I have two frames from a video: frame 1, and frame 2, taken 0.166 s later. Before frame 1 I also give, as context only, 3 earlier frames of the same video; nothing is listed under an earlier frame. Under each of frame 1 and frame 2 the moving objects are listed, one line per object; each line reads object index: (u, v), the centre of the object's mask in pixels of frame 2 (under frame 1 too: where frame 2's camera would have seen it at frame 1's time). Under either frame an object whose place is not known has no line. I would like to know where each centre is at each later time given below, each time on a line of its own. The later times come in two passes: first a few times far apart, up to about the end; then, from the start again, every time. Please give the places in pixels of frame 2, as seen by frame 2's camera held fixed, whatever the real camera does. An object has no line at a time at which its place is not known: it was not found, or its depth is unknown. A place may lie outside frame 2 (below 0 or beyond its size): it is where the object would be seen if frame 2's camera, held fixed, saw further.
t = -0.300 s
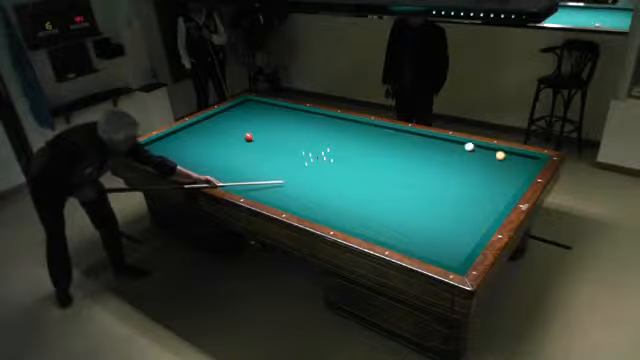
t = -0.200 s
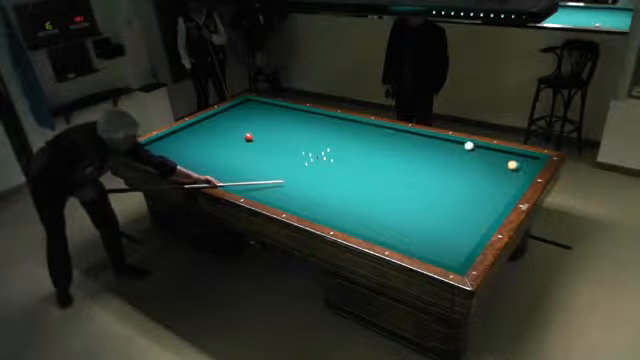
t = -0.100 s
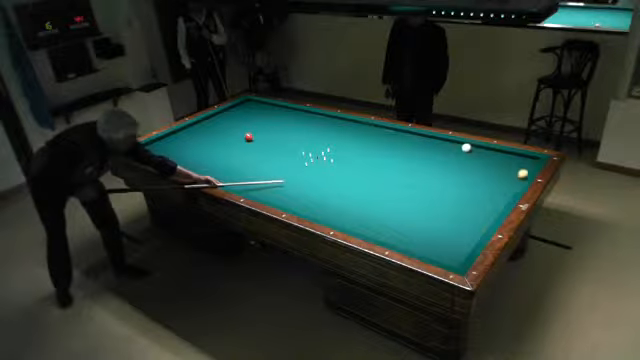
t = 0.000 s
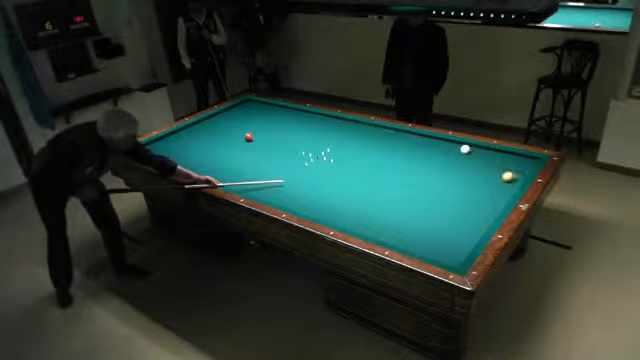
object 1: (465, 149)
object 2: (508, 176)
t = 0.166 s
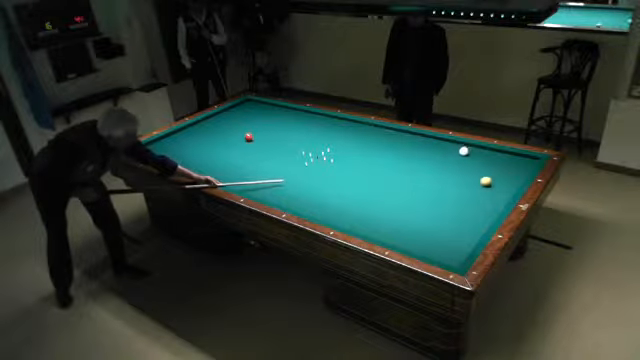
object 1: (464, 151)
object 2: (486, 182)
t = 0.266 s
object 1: (463, 152)
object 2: (472, 184)
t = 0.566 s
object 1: (460, 156)
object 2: (432, 193)
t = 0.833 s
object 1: (458, 160)
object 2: (396, 201)
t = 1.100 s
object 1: (455, 163)
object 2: (358, 209)
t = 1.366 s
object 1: (453, 166)
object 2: (322, 216)
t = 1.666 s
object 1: (450, 169)
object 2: (310, 201)
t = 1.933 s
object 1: (449, 173)
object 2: (301, 188)
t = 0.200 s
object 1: (463, 151)
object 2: (481, 182)
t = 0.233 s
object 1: (463, 152)
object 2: (477, 183)
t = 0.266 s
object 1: (463, 152)
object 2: (472, 184)
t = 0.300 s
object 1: (462, 153)
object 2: (468, 185)
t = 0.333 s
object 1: (462, 153)
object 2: (464, 186)
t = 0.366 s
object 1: (462, 154)
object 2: (459, 187)
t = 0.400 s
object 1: (461, 154)
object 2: (454, 188)
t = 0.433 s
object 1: (461, 155)
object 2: (450, 189)
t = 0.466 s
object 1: (461, 155)
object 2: (445, 190)
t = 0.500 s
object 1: (461, 155)
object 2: (441, 191)
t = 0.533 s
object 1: (460, 156)
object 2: (437, 192)
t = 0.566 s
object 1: (460, 156)
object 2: (432, 193)
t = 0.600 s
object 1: (460, 157)
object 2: (427, 194)
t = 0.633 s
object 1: (459, 157)
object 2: (423, 195)
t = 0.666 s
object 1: (459, 157)
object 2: (418, 196)
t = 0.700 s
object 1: (459, 158)
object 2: (414, 197)
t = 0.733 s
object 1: (459, 159)
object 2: (409, 198)
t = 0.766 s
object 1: (458, 158)
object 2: (404, 199)
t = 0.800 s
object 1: (458, 160)
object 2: (400, 200)
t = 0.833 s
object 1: (458, 160)
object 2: (396, 201)
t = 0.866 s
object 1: (457, 160)
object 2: (391, 202)
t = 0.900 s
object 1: (457, 160)
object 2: (387, 203)
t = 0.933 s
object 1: (457, 161)
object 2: (382, 204)
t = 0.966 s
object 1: (457, 161)
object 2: (377, 205)
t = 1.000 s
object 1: (456, 162)
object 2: (373, 206)
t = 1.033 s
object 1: (456, 162)
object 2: (368, 207)
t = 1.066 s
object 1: (456, 163)
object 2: (363, 208)
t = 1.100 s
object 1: (455, 163)
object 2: (358, 209)
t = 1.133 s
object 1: (455, 164)
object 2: (353, 210)
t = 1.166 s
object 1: (455, 164)
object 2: (349, 211)
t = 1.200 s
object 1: (455, 165)
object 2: (344, 212)
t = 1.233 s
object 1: (454, 165)
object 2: (339, 213)
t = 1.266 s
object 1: (454, 165)
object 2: (334, 214)
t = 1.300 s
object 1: (454, 165)
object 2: (330, 216)
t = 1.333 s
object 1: (454, 166)
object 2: (326, 216)
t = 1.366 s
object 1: (453, 166)
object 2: (322, 216)
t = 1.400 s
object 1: (453, 166)
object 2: (319, 215)
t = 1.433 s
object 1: (453, 167)
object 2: (317, 213)
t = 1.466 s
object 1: (452, 167)
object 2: (316, 211)
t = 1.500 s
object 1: (452, 168)
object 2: (315, 209)
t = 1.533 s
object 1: (452, 168)
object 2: (314, 207)
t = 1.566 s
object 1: (452, 168)
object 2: (313, 206)
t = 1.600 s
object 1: (451, 169)
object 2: (312, 204)
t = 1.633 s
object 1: (451, 169)
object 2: (311, 203)
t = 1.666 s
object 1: (450, 169)
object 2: (310, 201)
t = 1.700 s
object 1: (450, 170)
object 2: (309, 199)
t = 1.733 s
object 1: (450, 170)
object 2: (308, 198)
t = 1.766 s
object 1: (450, 171)
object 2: (307, 195)
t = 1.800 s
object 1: (450, 171)
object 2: (306, 195)
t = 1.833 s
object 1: (450, 171)
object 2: (305, 193)
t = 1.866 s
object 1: (449, 172)
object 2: (304, 191)
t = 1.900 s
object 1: (449, 172)
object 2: (303, 190)
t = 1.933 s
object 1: (449, 173)
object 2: (301, 188)
